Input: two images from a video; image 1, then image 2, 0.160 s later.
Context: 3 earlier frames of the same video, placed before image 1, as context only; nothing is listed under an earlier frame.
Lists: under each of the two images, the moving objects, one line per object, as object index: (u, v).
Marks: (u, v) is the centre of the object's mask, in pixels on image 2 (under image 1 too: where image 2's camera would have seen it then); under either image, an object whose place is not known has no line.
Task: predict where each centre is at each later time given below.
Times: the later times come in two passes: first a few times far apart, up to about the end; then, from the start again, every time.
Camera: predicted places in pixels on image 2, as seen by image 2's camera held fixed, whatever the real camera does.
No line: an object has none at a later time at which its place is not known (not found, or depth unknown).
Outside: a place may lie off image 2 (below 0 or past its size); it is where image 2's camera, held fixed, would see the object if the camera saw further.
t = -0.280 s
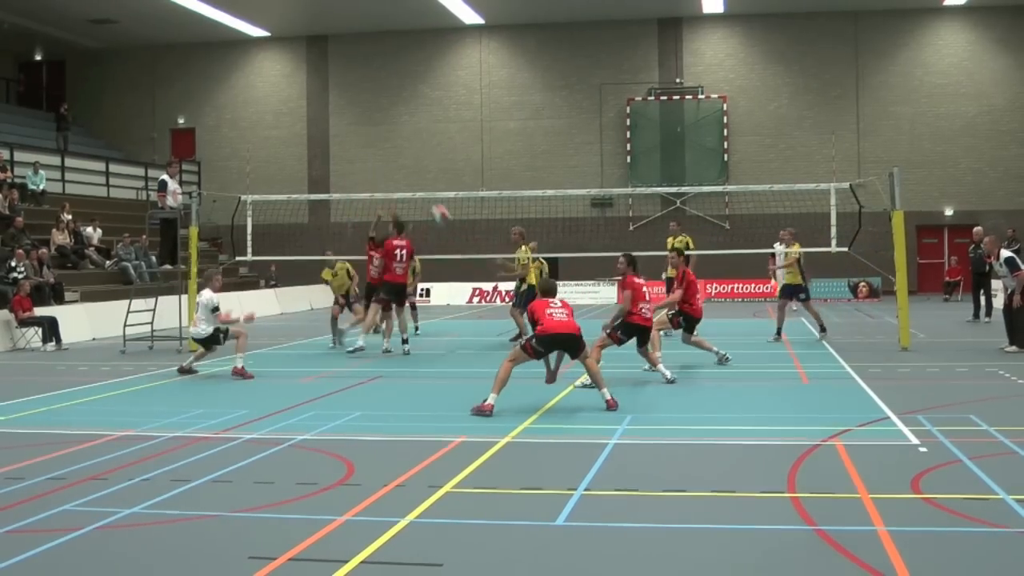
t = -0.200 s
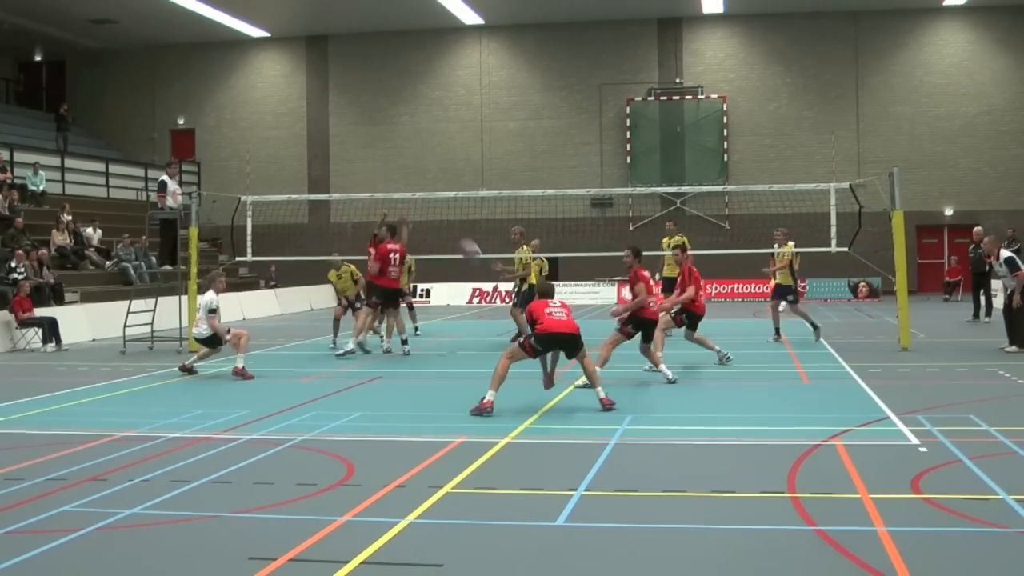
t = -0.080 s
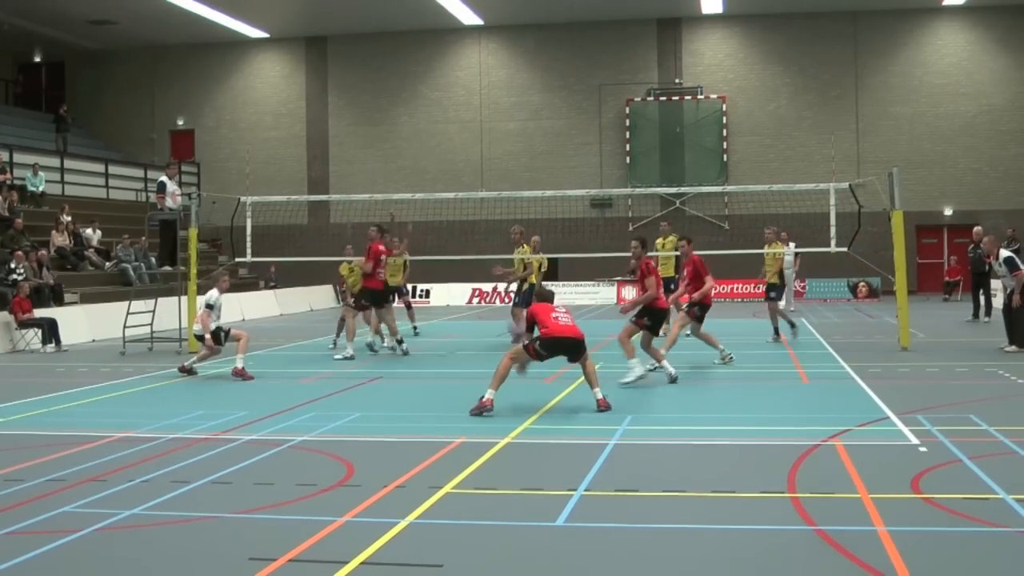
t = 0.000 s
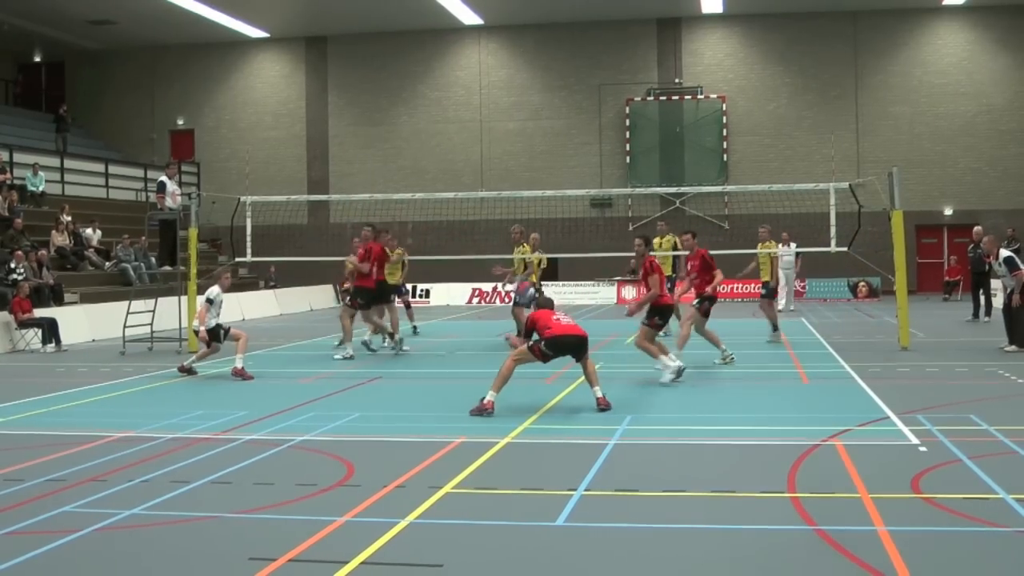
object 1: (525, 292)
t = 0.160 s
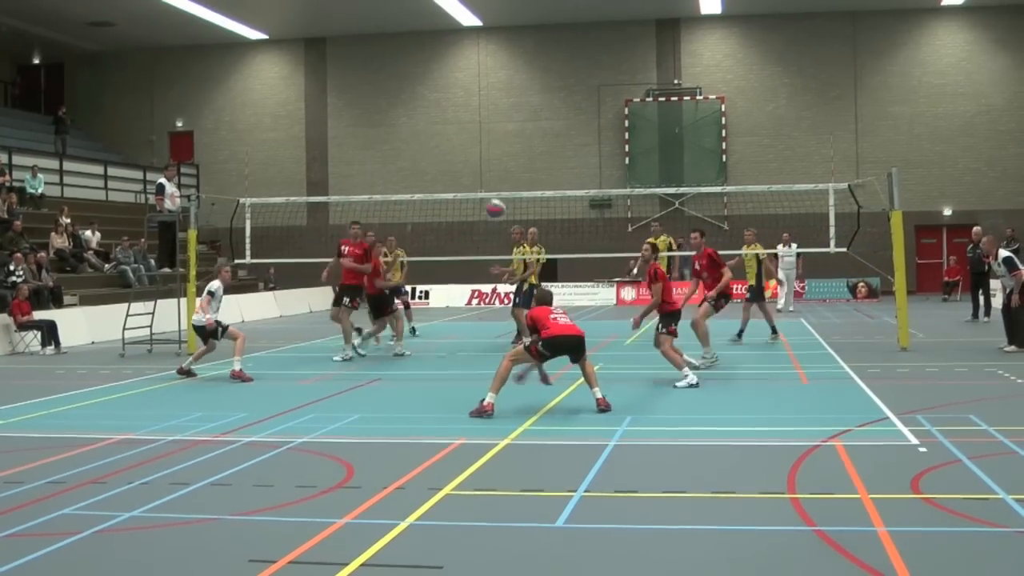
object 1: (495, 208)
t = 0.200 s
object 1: (489, 194)
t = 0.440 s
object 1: (459, 136)
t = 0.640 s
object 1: (439, 128)
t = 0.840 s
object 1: (422, 151)
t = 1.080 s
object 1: (406, 211)
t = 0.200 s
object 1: (489, 194)
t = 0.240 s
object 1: (484, 180)
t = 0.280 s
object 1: (478, 169)
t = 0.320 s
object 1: (472, 158)
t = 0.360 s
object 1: (469, 150)
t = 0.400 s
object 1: (463, 142)
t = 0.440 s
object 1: (459, 136)
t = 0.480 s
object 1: (453, 132)
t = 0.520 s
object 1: (451, 129)
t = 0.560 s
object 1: (445, 128)
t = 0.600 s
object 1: (442, 127)
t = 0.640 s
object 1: (439, 128)
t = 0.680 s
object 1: (435, 130)
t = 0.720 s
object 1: (432, 134)
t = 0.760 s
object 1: (428, 138)
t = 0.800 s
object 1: (426, 144)
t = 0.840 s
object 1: (422, 151)
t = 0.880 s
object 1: (419, 159)
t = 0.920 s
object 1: (416, 168)
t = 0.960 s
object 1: (414, 177)
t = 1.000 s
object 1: (411, 189)
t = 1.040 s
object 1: (409, 201)
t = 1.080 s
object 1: (406, 211)
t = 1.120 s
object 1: (404, 225)
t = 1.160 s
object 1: (402, 239)
